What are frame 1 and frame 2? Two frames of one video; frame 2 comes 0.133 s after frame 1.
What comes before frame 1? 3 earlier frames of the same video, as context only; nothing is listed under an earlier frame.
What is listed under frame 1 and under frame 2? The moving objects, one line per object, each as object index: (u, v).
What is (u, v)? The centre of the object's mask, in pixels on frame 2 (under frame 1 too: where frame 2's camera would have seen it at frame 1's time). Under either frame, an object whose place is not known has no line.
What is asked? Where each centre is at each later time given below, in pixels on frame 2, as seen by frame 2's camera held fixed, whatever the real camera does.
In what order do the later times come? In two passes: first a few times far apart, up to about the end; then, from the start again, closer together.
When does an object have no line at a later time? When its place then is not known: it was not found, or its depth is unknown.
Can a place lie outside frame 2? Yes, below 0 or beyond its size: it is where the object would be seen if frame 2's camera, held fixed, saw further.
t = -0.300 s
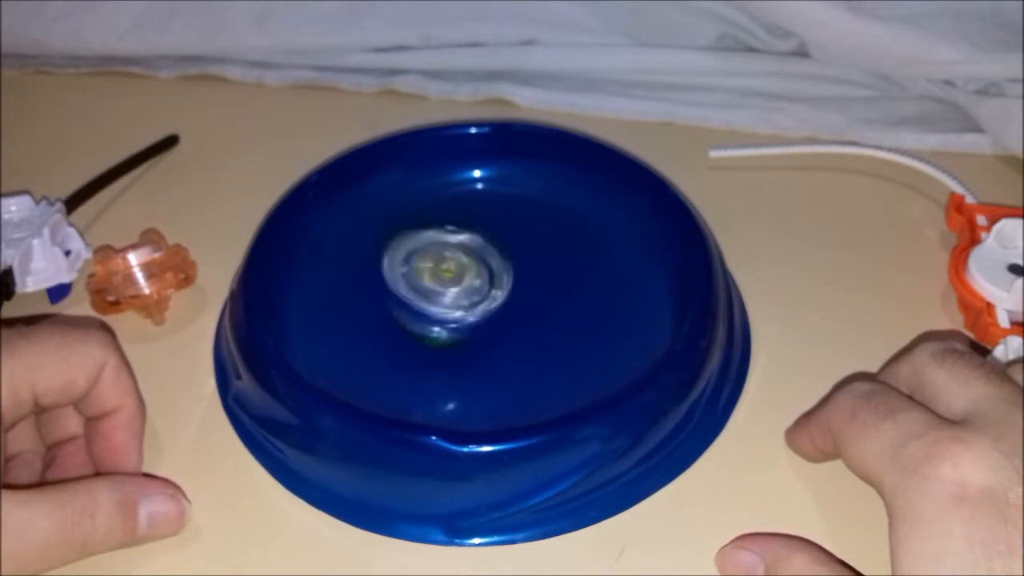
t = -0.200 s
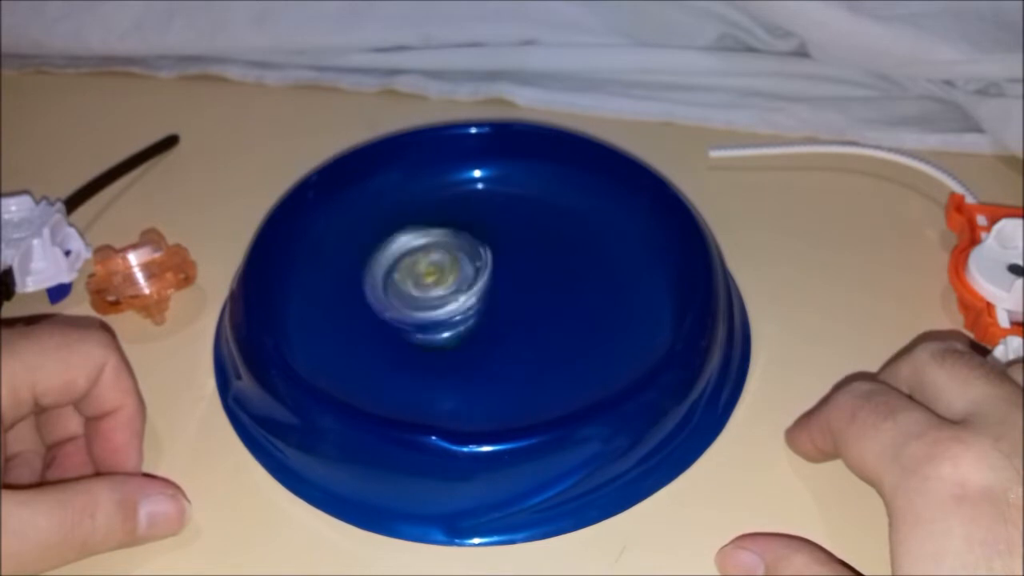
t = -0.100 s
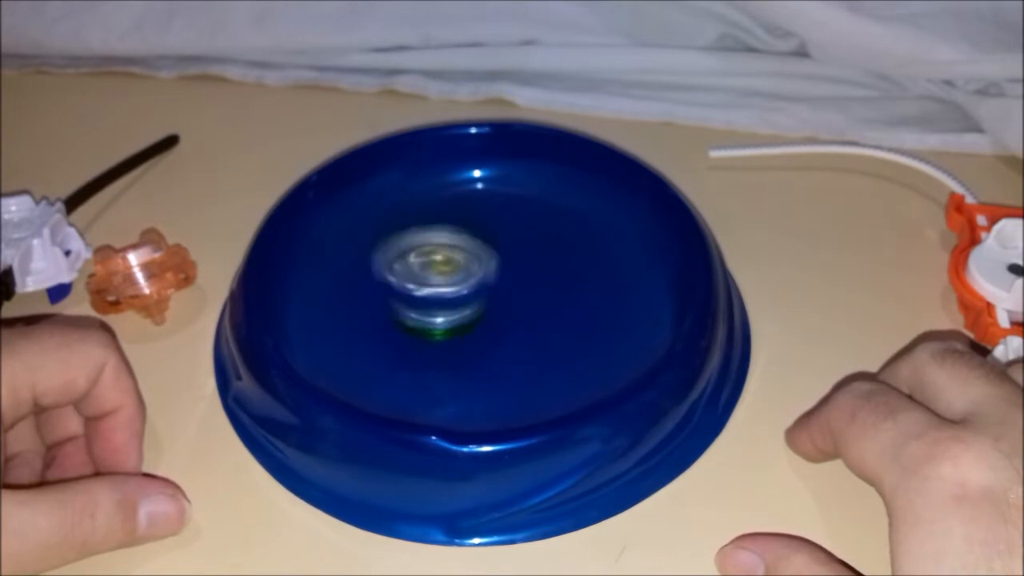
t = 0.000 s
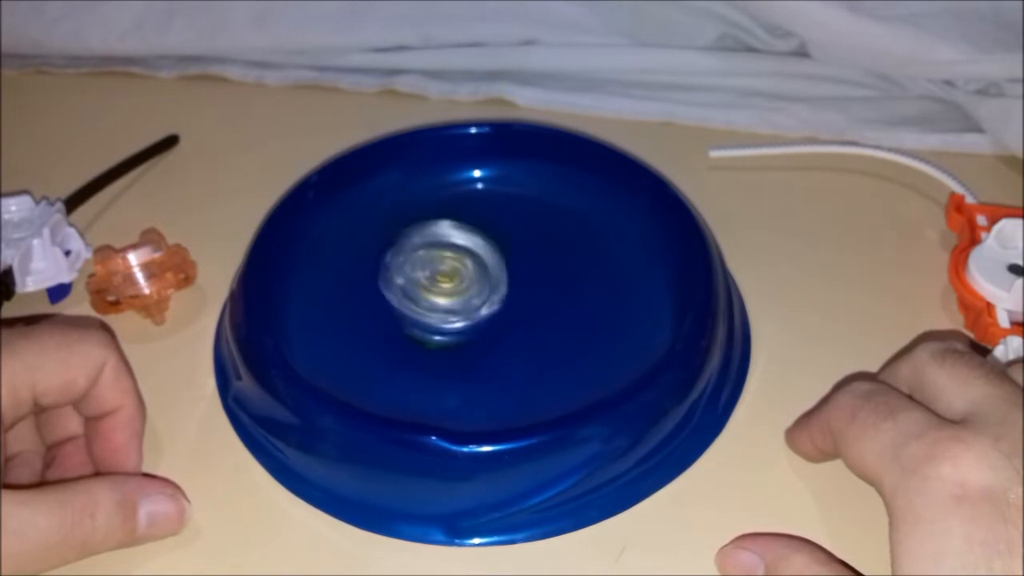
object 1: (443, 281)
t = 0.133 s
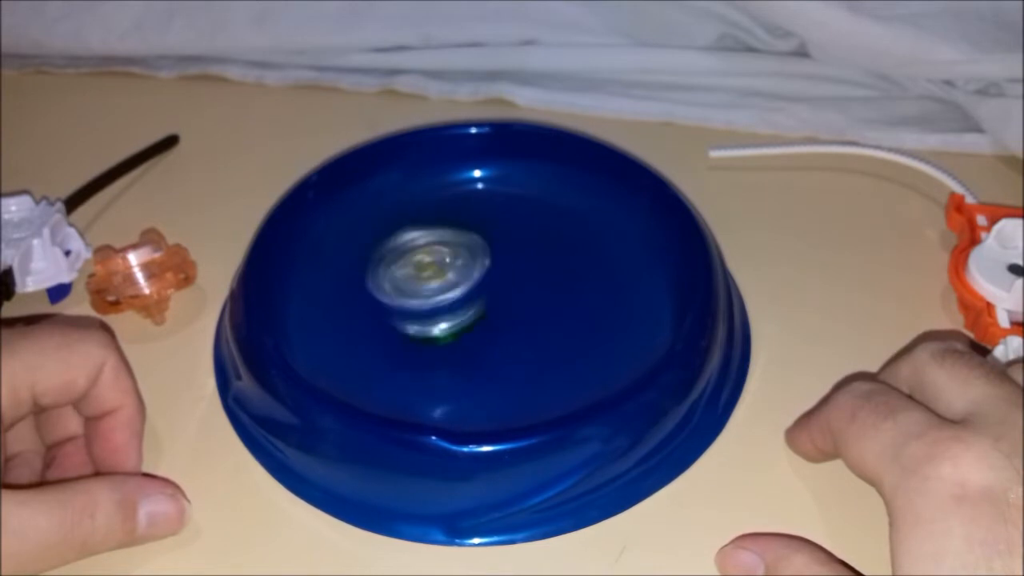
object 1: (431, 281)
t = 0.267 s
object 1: (445, 281)
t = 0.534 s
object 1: (444, 281)
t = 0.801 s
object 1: (440, 278)
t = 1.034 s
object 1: (429, 282)
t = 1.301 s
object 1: (434, 287)
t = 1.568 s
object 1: (452, 283)
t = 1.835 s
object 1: (440, 284)
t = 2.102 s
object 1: (427, 289)
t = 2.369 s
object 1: (452, 284)
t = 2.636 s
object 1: (431, 285)
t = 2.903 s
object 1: (445, 284)
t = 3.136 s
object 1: (450, 280)
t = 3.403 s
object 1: (471, 283)
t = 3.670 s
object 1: (517, 283)
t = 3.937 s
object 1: (531, 273)
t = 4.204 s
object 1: (504, 285)
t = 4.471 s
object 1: (470, 265)
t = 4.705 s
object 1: (485, 249)
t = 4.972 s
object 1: (469, 265)
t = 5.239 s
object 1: (494, 284)
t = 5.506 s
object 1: (513, 284)
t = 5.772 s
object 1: (484, 281)
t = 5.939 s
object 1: (468, 271)
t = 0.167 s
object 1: (433, 280)
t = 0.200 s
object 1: (442, 280)
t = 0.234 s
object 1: (445, 279)
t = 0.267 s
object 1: (445, 281)
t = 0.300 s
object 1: (443, 284)
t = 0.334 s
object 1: (435, 284)
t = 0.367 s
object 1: (429, 283)
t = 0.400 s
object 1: (428, 283)
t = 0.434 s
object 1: (430, 283)
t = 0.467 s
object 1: (437, 279)
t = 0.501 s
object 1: (440, 278)
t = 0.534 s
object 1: (444, 281)
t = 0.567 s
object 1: (447, 281)
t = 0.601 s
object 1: (442, 283)
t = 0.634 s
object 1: (435, 284)
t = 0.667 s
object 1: (431, 284)
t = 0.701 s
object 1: (428, 282)
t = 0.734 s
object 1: (429, 281)
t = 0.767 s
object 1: (435, 280)
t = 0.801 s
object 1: (440, 278)
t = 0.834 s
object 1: (443, 278)
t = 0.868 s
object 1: (448, 282)
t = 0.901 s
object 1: (446, 281)
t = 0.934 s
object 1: (439, 282)
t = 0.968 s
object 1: (433, 285)
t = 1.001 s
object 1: (429, 286)
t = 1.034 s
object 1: (429, 282)
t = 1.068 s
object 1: (430, 281)
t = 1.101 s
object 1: (435, 281)
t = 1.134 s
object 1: (443, 279)
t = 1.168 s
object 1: (447, 279)
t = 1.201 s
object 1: (450, 281)
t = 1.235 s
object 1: (449, 281)
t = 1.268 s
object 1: (442, 286)
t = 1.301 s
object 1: (434, 287)
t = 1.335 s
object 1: (429, 285)
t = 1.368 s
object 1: (428, 285)
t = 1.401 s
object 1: (428, 285)
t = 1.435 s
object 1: (437, 281)
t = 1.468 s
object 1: (439, 281)
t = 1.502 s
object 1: (444, 280)
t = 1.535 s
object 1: (452, 282)
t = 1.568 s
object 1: (452, 283)
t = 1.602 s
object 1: (449, 287)
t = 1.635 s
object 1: (441, 289)
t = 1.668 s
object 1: (432, 289)
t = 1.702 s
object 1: (424, 289)
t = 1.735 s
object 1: (428, 287)
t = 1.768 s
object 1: (429, 285)
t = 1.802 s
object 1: (431, 285)
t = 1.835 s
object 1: (440, 284)
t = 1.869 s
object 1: (443, 282)
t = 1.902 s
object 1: (447, 283)
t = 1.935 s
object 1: (452, 284)
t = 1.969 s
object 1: (450, 285)
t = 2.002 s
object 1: (444, 290)
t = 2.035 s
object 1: (436, 290)
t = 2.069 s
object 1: (429, 288)
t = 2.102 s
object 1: (427, 289)
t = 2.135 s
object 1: (430, 285)
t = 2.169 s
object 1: (430, 286)
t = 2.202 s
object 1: (434, 285)
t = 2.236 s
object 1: (437, 284)
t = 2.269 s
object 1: (442, 283)
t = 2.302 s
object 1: (445, 283)
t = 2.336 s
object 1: (447, 282)
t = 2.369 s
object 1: (452, 284)
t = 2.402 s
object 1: (450, 284)
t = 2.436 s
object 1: (446, 289)
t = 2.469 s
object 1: (438, 288)
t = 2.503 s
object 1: (433, 288)
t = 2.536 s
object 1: (432, 288)
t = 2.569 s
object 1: (428, 286)
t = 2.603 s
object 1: (431, 287)
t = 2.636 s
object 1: (431, 285)
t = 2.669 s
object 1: (433, 285)
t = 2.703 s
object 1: (434, 286)
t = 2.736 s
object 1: (440, 286)
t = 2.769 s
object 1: (437, 284)
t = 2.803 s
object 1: (442, 286)
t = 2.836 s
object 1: (441, 283)
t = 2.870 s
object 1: (445, 284)
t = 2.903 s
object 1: (445, 284)
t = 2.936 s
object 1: (446, 281)
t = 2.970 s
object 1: (448, 283)
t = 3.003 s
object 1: (447, 280)
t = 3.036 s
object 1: (450, 278)
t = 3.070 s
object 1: (448, 282)
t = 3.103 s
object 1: (447, 278)
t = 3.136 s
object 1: (450, 280)
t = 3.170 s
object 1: (448, 283)
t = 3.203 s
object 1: (450, 279)
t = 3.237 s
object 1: (453, 280)
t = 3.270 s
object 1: (455, 283)
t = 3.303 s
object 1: (455, 282)
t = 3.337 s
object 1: (460, 280)
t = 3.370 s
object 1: (464, 280)
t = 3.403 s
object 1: (471, 283)
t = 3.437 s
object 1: (475, 285)
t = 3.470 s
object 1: (480, 287)
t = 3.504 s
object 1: (484, 287)
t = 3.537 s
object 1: (490, 287)
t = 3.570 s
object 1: (497, 286)
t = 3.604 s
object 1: (504, 286)
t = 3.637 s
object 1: (511, 285)
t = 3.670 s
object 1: (517, 283)
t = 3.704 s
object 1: (522, 280)
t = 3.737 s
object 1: (526, 278)
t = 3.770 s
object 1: (528, 276)
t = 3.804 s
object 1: (530, 274)
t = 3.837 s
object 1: (531, 273)
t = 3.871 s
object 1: (531, 272)
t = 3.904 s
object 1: (531, 272)
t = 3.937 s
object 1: (531, 273)
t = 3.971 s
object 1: (530, 274)
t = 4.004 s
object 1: (529, 275)
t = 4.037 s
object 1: (528, 276)
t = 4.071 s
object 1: (525, 278)
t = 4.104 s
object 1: (522, 280)
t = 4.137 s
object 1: (517, 283)
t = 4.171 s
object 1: (511, 284)
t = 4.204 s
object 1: (504, 285)
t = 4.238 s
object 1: (497, 285)
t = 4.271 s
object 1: (490, 282)
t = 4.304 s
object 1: (482, 281)
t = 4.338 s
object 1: (476, 278)
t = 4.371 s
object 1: (471, 275)
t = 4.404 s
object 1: (469, 272)
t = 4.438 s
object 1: (468, 268)
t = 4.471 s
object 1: (470, 265)
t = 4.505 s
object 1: (472, 261)
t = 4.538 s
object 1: (474, 258)
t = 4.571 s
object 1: (478, 255)
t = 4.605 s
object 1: (480, 252)
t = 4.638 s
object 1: (483, 250)
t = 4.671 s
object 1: (484, 249)
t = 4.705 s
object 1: (485, 249)
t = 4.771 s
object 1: (484, 250)
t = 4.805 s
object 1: (483, 250)
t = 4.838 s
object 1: (480, 252)
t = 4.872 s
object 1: (477, 255)
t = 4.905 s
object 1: (474, 258)
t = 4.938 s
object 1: (471, 261)
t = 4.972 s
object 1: (469, 265)
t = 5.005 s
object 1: (468, 269)
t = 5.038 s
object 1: (469, 272)
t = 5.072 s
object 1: (469, 275)
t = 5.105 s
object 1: (472, 276)
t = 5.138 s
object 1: (476, 279)
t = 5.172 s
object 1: (482, 281)
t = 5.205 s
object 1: (488, 283)
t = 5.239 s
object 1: (494, 284)
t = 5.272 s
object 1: (498, 286)
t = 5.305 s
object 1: (503, 286)
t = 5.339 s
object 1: (507, 286)
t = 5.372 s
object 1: (509, 285)
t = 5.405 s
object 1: (512, 285)
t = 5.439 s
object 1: (513, 284)
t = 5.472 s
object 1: (513, 284)
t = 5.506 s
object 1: (513, 284)
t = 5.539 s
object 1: (511, 284)
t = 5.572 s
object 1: (509, 285)
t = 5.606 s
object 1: (506, 286)
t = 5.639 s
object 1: (502, 285)
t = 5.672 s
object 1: (497, 286)
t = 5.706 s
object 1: (492, 286)
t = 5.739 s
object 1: (489, 283)
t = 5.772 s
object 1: (484, 281)
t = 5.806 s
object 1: (479, 280)
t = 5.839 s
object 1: (474, 278)
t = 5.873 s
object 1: (471, 276)
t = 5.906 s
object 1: (469, 274)
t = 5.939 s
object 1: (468, 271)
